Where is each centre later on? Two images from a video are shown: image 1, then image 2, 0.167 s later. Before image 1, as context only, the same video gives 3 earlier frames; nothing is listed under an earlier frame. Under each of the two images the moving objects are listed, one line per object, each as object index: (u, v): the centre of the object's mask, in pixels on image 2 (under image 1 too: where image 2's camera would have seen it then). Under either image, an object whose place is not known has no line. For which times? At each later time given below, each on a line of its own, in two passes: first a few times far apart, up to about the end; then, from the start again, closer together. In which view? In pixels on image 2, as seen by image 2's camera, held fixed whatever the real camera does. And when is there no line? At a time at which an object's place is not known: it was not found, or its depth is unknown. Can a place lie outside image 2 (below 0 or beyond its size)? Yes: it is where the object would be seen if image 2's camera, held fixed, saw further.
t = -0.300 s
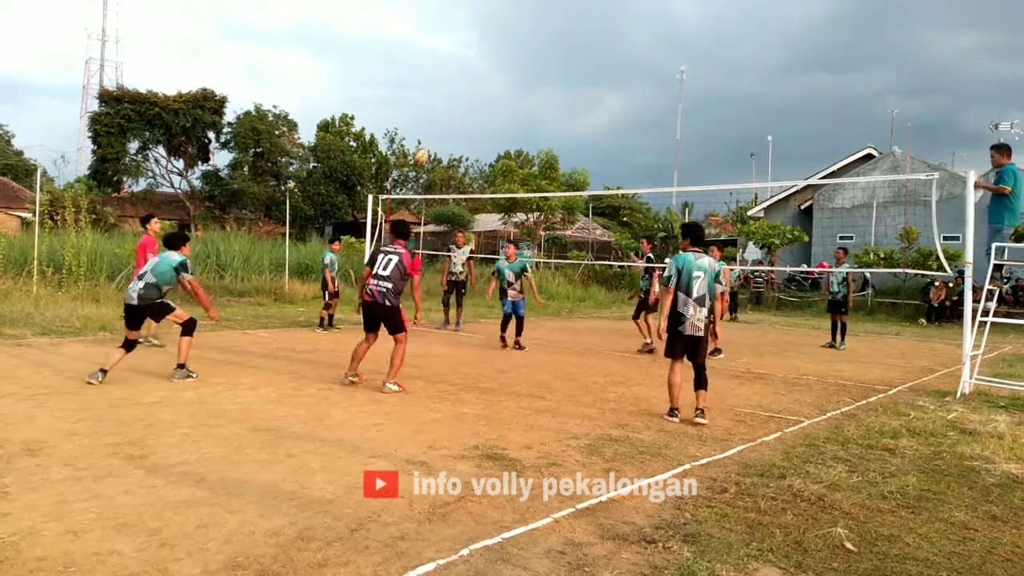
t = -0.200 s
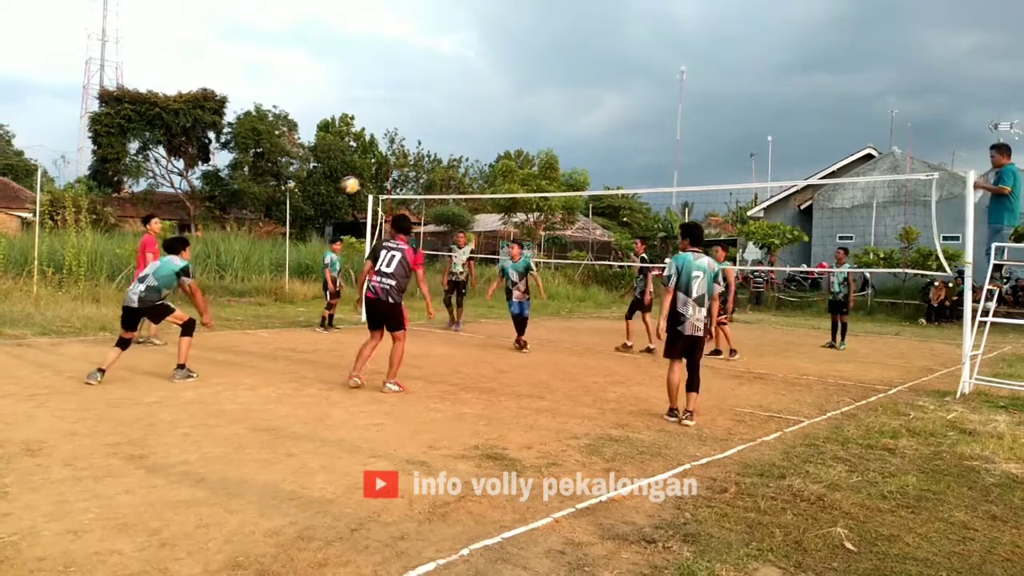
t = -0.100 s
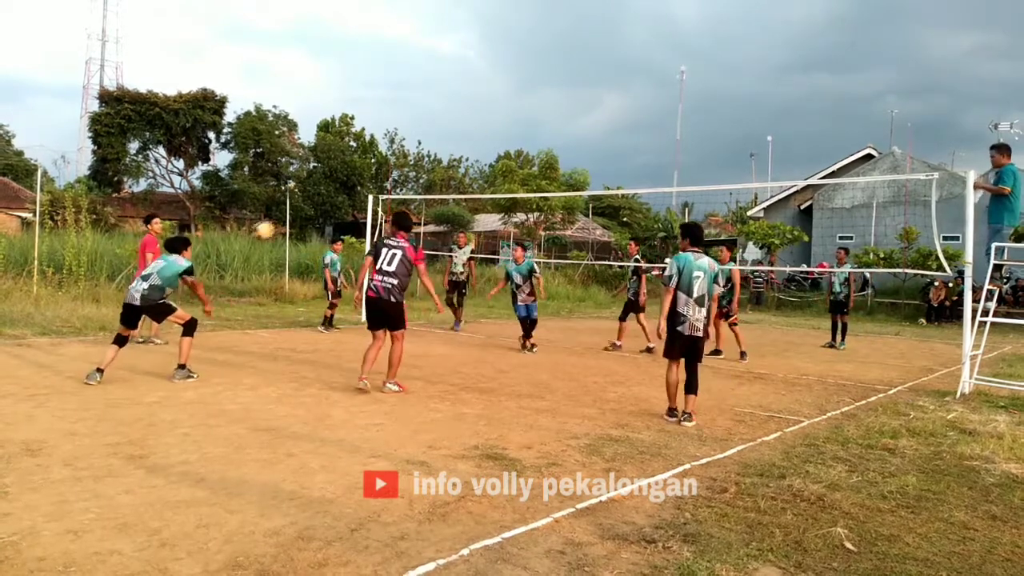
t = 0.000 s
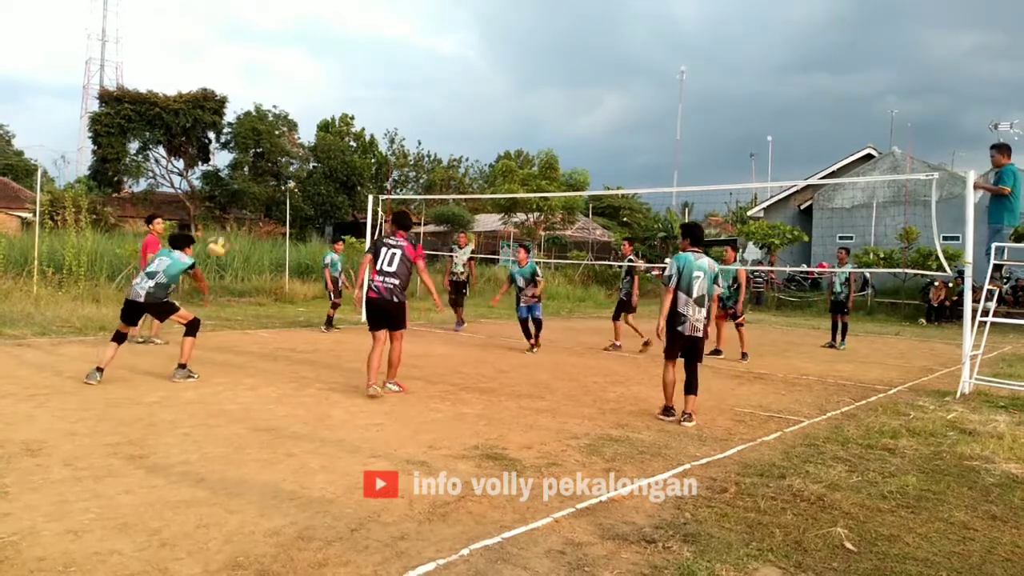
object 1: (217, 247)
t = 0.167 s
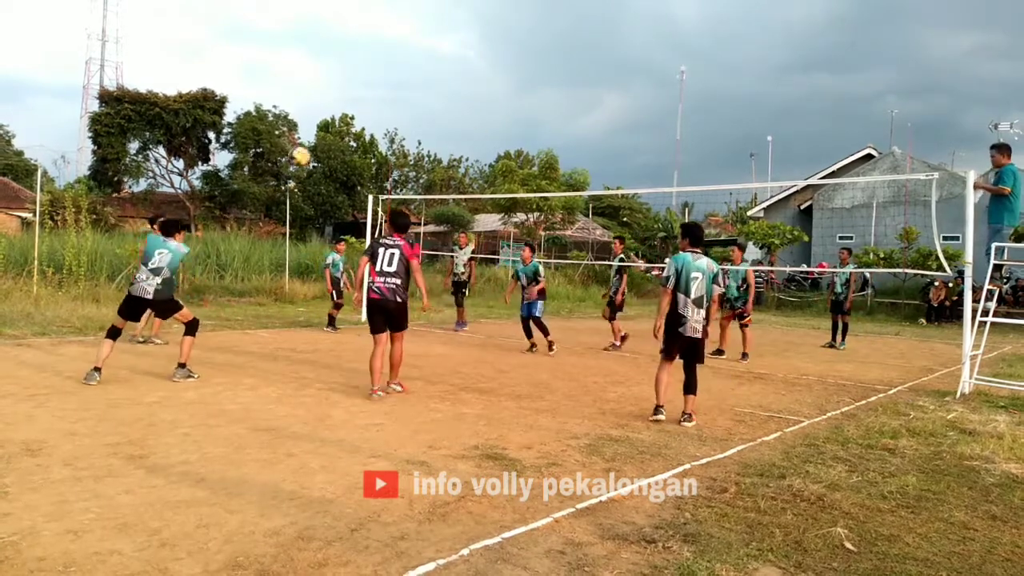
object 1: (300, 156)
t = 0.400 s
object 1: (408, 75)
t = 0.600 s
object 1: (498, 45)
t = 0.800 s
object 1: (586, 51)
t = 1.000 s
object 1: (672, 94)
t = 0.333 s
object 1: (377, 94)
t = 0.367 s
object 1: (393, 84)
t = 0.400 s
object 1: (408, 75)
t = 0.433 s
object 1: (424, 69)
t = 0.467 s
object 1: (438, 62)
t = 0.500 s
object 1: (454, 56)
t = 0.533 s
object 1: (468, 52)
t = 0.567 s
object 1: (484, 48)
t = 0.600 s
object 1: (498, 45)
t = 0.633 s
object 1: (514, 44)
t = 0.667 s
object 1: (528, 44)
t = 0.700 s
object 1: (543, 44)
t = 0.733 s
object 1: (558, 46)
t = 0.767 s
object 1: (571, 48)
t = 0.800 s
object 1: (586, 51)
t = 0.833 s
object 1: (601, 55)
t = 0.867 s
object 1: (615, 62)
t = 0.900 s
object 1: (630, 68)
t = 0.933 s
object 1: (644, 76)
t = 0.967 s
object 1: (658, 85)
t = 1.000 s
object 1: (672, 94)
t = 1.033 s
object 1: (686, 104)
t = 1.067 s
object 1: (700, 116)
